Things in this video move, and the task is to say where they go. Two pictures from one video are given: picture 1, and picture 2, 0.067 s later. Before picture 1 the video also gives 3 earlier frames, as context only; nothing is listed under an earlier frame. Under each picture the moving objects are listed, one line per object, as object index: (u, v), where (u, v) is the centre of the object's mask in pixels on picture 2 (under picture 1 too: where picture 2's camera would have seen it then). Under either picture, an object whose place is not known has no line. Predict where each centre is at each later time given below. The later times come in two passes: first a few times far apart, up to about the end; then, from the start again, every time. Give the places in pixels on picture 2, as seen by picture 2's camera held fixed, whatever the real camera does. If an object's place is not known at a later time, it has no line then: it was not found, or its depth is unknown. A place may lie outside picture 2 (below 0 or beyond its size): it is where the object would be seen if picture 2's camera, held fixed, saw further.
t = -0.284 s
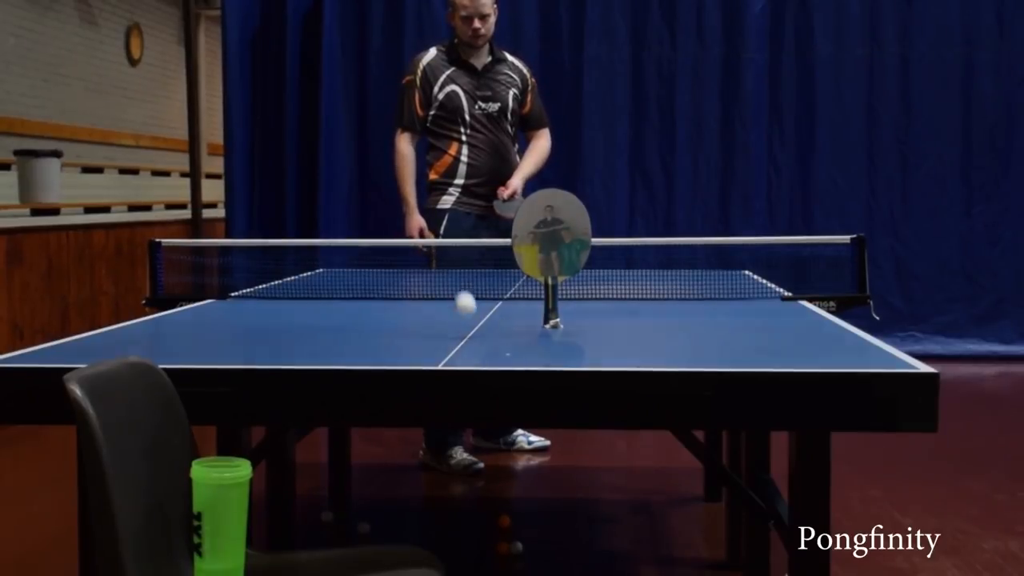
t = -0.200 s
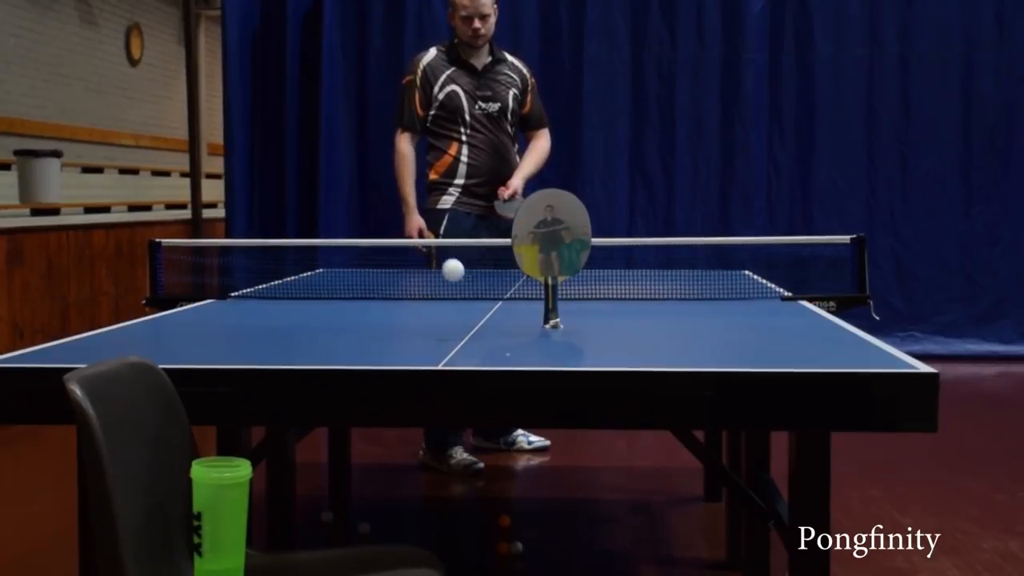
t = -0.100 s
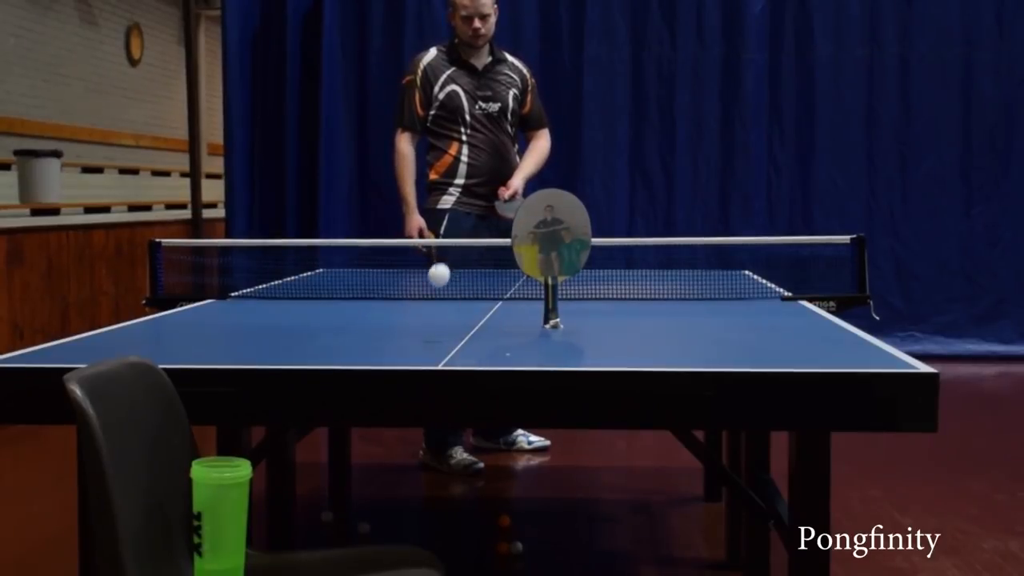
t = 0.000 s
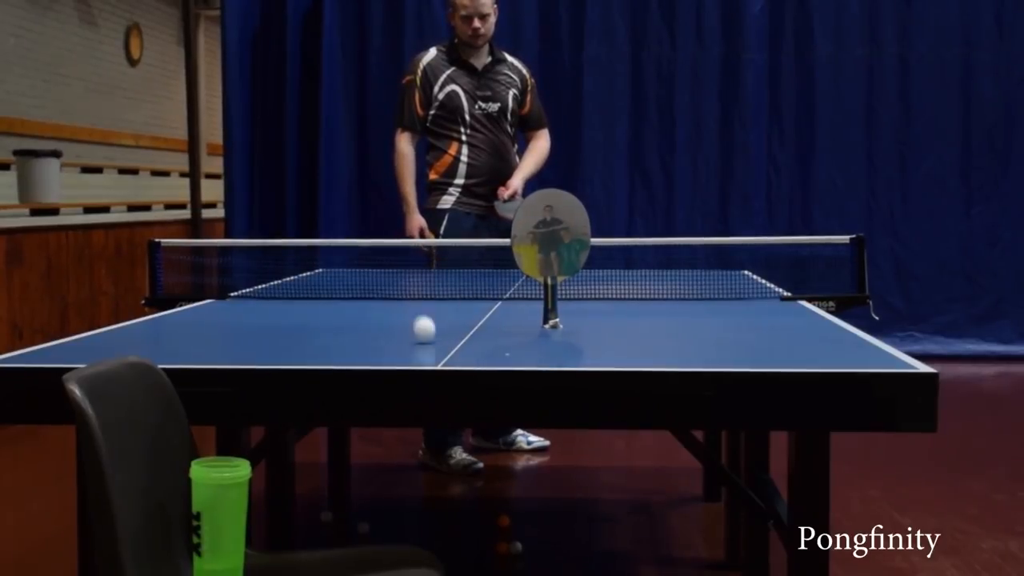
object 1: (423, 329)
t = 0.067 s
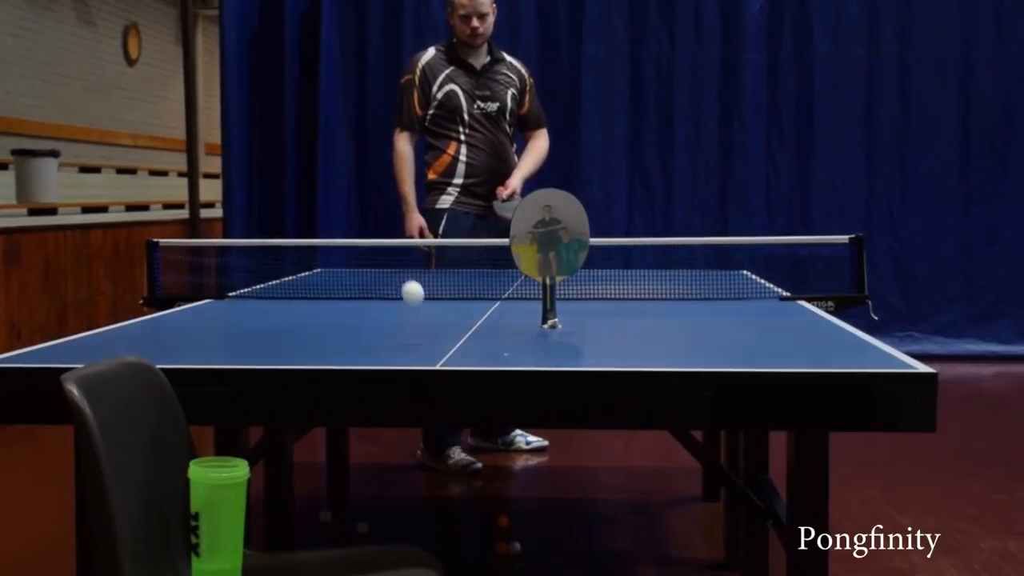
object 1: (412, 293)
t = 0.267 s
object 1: (384, 320)
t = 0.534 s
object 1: (347, 325)
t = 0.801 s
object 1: (311, 342)
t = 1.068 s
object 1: (281, 333)
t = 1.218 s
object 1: (262, 332)
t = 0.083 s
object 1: (410, 287)
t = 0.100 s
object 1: (408, 283)
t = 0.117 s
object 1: (405, 280)
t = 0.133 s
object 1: (403, 279)
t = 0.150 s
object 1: (400, 279)
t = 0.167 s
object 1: (398, 280)
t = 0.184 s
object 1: (396, 283)
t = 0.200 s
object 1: (393, 287)
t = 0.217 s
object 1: (391, 293)
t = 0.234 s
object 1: (388, 302)
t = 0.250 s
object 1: (386, 310)
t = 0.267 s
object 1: (384, 320)
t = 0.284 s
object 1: (381, 333)
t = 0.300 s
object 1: (379, 325)
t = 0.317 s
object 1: (377, 316)
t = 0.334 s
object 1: (374, 309)
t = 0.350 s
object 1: (372, 302)
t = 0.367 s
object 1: (369, 296)
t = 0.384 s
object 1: (367, 293)
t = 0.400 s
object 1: (365, 290)
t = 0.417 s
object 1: (363, 289)
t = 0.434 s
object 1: (360, 290)
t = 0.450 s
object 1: (358, 292)
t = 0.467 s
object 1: (356, 295)
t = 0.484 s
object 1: (354, 301)
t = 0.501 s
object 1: (352, 307)
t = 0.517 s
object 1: (349, 315)
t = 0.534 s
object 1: (347, 325)
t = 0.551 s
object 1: (344, 338)
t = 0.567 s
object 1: (342, 332)
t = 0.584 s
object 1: (340, 323)
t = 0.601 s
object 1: (338, 315)
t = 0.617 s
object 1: (336, 309)
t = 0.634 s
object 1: (333, 304)
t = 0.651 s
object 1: (331, 301)
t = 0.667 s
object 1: (329, 299)
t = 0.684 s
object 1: (327, 300)
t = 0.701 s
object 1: (324, 300)
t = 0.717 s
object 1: (322, 303)
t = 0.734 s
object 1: (320, 308)
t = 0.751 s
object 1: (319, 313)
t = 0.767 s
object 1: (316, 320)
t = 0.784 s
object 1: (314, 330)
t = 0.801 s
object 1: (311, 342)
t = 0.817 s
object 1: (309, 337)
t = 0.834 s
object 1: (307, 329)
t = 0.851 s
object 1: (306, 321)
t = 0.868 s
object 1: (304, 316)
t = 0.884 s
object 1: (302, 312)
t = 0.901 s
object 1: (300, 309)
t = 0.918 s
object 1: (298, 308)
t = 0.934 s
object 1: (296, 309)
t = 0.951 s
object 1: (294, 311)
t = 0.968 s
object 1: (292, 315)
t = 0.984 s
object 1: (291, 321)
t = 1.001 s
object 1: (289, 328)
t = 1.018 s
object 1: (287, 336)
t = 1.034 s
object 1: (285, 346)
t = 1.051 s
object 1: (283, 341)
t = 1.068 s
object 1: (281, 333)
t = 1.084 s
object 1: (279, 327)
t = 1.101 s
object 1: (276, 321)
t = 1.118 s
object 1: (274, 318)
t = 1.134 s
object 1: (272, 317)
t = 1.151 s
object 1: (270, 316)
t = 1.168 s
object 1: (268, 318)
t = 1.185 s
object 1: (266, 321)
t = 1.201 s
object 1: (264, 326)
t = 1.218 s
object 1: (262, 332)
